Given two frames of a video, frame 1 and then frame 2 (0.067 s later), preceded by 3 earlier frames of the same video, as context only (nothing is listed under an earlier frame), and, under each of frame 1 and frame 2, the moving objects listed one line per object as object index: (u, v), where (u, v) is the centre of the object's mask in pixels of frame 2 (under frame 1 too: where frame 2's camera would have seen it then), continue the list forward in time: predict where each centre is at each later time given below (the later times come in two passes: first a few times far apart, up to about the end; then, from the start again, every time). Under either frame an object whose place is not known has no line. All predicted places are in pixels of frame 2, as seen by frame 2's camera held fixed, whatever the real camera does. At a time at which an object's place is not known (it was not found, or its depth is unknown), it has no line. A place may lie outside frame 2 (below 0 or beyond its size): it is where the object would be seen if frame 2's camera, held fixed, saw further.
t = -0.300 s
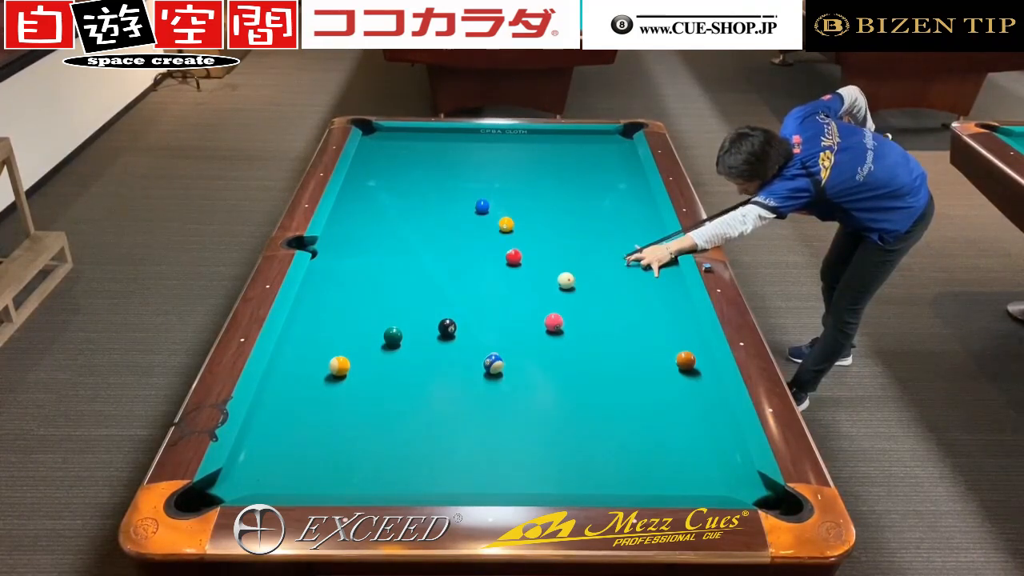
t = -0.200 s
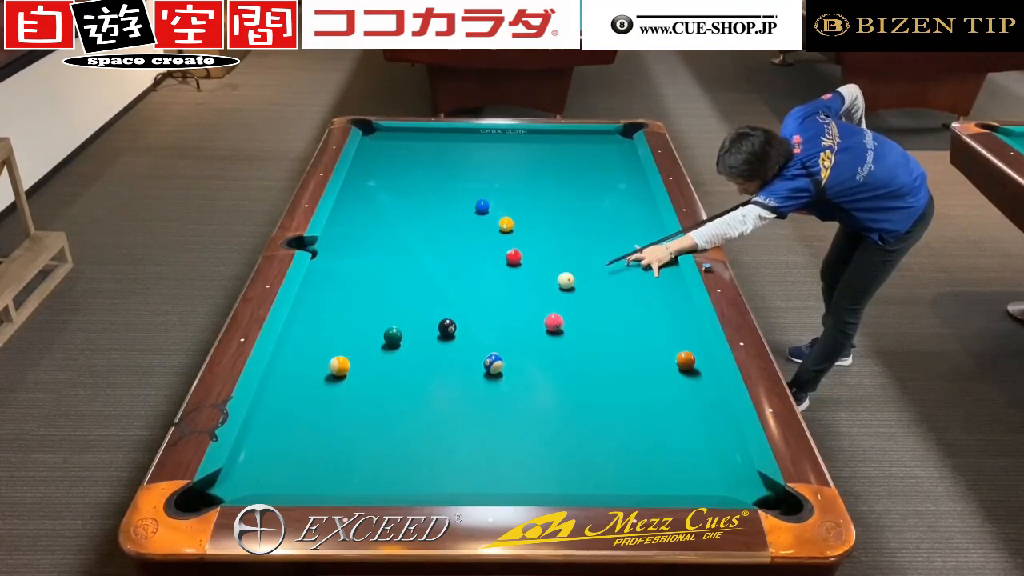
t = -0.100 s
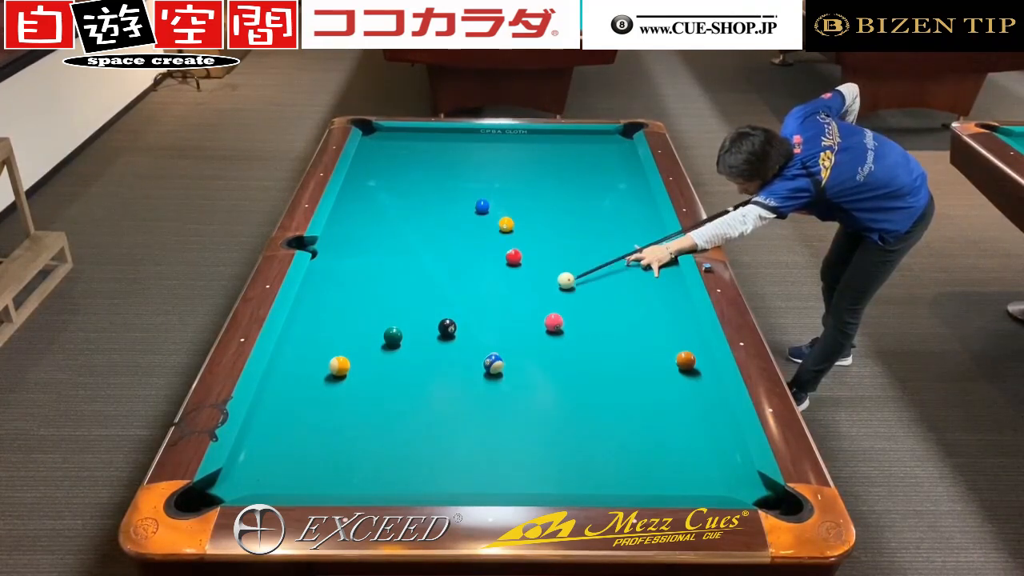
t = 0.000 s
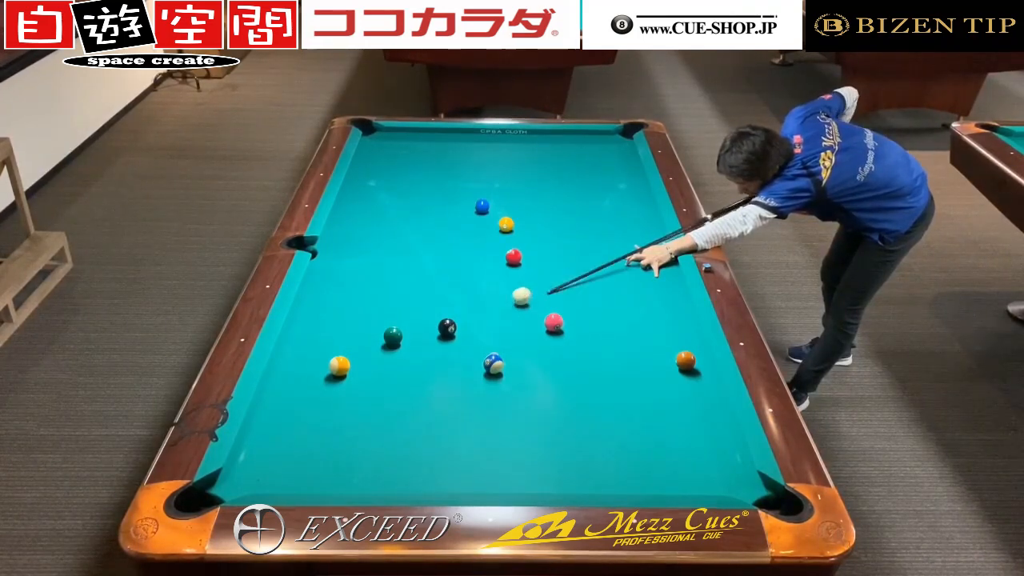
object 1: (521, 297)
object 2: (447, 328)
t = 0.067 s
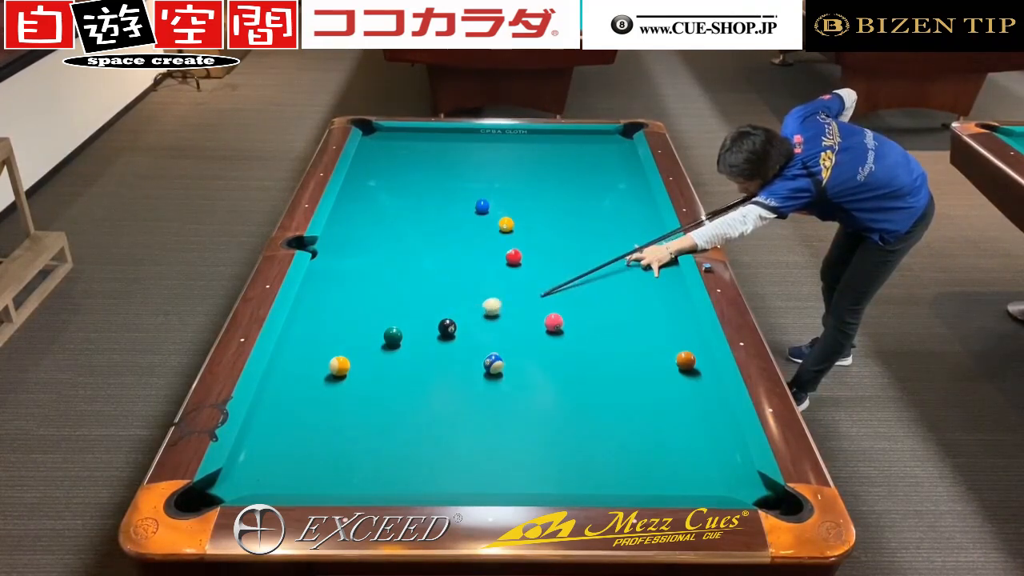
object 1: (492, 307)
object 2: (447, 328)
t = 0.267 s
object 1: (442, 316)
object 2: (419, 348)
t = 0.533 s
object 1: (410, 310)
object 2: (365, 388)
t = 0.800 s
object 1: (380, 304)
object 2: (305, 431)
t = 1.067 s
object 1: (353, 299)
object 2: (238, 480)
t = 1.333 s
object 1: (326, 294)
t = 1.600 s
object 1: (309, 289)
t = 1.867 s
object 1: (325, 286)
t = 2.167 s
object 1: (340, 282)
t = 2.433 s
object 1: (351, 280)
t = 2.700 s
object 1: (361, 278)
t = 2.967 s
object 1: (369, 276)
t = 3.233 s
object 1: (376, 275)
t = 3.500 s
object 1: (381, 274)
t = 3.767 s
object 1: (384, 274)
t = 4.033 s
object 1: (385, 274)
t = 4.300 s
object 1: (386, 273)
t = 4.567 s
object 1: (386, 273)
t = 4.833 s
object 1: (386, 274)
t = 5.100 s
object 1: (386, 274)
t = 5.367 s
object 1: (386, 274)
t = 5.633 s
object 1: (386, 273)
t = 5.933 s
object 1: (386, 273)
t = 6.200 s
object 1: (386, 273)
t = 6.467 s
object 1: (386, 273)
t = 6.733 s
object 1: (386, 274)
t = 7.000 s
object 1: (386, 274)
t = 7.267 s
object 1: (386, 274)
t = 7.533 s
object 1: (386, 274)
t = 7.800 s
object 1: (386, 274)
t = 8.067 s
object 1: (386, 274)
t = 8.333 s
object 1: (386, 274)
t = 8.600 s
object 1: (386, 274)
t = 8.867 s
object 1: (386, 274)
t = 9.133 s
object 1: (386, 274)
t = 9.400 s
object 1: (386, 274)
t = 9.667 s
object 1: (386, 274)
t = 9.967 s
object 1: (386, 274)
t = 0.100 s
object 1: (478, 312)
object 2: (447, 328)
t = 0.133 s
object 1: (464, 317)
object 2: (447, 328)
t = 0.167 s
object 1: (455, 319)
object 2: (442, 331)
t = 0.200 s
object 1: (451, 318)
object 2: (435, 337)
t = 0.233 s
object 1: (446, 317)
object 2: (426, 343)
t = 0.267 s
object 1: (442, 316)
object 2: (419, 348)
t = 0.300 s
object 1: (438, 316)
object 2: (412, 353)
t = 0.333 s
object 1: (434, 315)
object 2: (406, 359)
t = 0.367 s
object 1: (430, 314)
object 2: (399, 363)
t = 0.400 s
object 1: (426, 313)
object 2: (393, 368)
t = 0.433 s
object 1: (422, 312)
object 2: (386, 373)
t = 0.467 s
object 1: (418, 312)
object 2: (379, 378)
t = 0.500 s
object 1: (414, 311)
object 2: (372, 383)
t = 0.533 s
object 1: (410, 310)
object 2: (365, 388)
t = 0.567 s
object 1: (406, 310)
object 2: (358, 393)
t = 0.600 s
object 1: (402, 309)
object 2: (351, 398)
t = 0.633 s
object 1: (399, 308)
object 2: (343, 403)
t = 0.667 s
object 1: (395, 307)
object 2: (336, 408)
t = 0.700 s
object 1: (391, 306)
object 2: (329, 414)
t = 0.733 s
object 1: (388, 306)
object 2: (321, 420)
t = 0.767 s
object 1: (384, 305)
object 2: (313, 426)
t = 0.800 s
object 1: (380, 304)
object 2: (305, 431)
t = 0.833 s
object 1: (377, 303)
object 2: (297, 436)
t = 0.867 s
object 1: (373, 303)
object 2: (289, 442)
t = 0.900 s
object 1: (370, 302)
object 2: (281, 448)
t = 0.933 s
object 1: (366, 301)
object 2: (273, 454)
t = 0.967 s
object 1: (363, 301)
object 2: (264, 461)
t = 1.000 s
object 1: (359, 300)
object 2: (256, 467)
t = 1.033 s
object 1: (356, 299)
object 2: (247, 473)
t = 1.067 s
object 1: (353, 299)
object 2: (238, 480)
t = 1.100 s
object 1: (349, 298)
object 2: (229, 486)
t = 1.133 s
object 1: (346, 297)
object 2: (220, 492)
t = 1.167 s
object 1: (342, 297)
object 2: (212, 499)
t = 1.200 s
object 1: (339, 296)
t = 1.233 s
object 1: (336, 296)
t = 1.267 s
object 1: (333, 295)
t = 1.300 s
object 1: (330, 294)
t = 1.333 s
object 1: (326, 294)
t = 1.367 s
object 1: (323, 293)
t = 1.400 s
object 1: (320, 293)
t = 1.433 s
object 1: (317, 292)
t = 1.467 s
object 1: (314, 291)
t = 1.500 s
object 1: (311, 291)
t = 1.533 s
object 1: (308, 290)
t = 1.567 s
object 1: (307, 290)
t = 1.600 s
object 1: (309, 289)
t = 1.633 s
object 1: (311, 289)
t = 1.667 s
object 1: (313, 288)
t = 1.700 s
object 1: (315, 288)
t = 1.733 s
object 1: (317, 287)
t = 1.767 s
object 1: (319, 287)
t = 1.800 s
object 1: (321, 287)
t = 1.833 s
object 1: (323, 286)
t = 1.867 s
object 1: (325, 286)
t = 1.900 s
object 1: (326, 285)
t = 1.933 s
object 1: (328, 285)
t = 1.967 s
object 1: (330, 284)
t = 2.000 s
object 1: (332, 284)
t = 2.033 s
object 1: (333, 284)
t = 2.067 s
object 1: (335, 283)
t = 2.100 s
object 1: (336, 283)
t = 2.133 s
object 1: (338, 283)
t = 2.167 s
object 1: (340, 282)
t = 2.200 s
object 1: (341, 282)
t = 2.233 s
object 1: (343, 282)
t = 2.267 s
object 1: (344, 281)
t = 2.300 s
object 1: (346, 281)
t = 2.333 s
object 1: (347, 281)
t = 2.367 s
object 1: (349, 280)
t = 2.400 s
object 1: (350, 280)
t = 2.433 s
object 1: (351, 280)
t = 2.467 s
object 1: (353, 280)
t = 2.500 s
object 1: (354, 279)
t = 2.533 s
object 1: (355, 279)
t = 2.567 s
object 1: (356, 279)
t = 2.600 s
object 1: (358, 279)
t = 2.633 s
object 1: (359, 278)
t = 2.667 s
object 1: (360, 278)
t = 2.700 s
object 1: (361, 278)
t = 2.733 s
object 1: (362, 278)
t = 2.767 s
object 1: (363, 278)
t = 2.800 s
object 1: (364, 277)
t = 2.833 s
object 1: (365, 277)
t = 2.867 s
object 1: (366, 277)
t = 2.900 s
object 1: (367, 277)
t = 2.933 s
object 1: (368, 277)
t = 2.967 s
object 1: (369, 276)
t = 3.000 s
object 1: (370, 276)
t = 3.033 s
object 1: (371, 276)
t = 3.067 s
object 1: (372, 276)
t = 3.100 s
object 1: (373, 276)
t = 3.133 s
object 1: (373, 276)
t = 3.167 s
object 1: (374, 276)
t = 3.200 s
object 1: (375, 275)
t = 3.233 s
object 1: (376, 275)
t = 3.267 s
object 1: (376, 275)
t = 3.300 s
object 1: (377, 275)
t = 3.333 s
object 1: (378, 275)
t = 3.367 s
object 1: (378, 275)
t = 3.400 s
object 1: (379, 275)
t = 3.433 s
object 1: (379, 275)
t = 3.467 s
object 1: (380, 274)
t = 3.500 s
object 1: (381, 274)
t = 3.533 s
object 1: (381, 274)
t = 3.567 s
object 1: (382, 274)
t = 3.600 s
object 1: (382, 274)
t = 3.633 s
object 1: (382, 274)
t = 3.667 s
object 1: (383, 274)
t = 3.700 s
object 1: (383, 274)
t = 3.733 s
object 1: (383, 274)
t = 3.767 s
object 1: (384, 274)
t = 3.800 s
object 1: (384, 274)
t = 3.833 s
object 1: (384, 274)
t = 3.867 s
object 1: (384, 274)
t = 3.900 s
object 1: (385, 274)
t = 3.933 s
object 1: (385, 274)
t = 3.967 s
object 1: (385, 274)
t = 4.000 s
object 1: (385, 274)
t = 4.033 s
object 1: (385, 274)
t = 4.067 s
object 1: (385, 274)
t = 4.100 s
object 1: (385, 274)
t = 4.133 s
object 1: (385, 274)
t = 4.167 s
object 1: (386, 274)
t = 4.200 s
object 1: (386, 273)
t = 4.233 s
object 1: (386, 273)
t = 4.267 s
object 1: (386, 273)
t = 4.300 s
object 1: (386, 273)
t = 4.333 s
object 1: (386, 273)
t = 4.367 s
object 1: (386, 273)
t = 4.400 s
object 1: (386, 273)
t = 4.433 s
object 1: (386, 274)
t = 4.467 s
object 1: (386, 274)
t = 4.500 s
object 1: (386, 274)
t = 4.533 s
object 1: (386, 274)
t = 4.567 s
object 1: (386, 273)
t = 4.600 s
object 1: (386, 274)
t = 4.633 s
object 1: (386, 274)
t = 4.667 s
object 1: (386, 274)
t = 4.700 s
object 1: (386, 274)
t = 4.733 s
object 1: (386, 274)
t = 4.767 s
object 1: (386, 274)
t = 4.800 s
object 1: (386, 274)
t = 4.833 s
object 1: (386, 274)
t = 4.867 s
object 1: (386, 274)
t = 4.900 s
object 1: (386, 274)
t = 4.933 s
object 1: (386, 274)
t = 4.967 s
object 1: (386, 274)
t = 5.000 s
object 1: (386, 274)
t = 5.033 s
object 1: (386, 274)
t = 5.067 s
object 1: (386, 274)
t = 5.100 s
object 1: (386, 274)
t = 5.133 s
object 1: (386, 274)
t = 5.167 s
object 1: (386, 274)
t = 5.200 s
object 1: (386, 274)
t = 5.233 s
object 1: (386, 274)
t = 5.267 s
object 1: (386, 274)
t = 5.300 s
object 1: (386, 274)
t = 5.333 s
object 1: (386, 274)
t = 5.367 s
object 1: (386, 274)
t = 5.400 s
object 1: (386, 274)
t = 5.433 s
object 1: (386, 274)
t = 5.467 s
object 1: (386, 274)
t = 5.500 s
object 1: (386, 274)
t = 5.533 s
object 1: (386, 274)
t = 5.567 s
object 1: (386, 273)
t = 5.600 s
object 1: (386, 274)
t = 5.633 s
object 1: (386, 273)
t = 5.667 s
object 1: (386, 273)
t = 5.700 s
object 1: (386, 273)
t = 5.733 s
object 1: (386, 273)
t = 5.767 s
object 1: (386, 273)
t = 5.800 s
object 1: (386, 273)
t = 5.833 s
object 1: (386, 273)
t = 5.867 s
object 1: (386, 273)
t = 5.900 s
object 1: (386, 273)
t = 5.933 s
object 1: (386, 273)
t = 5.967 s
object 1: (386, 273)
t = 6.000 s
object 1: (386, 273)
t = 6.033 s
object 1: (386, 273)
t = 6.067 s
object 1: (386, 273)
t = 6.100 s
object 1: (386, 273)
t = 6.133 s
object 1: (386, 273)
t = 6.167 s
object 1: (386, 273)
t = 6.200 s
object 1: (386, 273)
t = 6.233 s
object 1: (386, 273)
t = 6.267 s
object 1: (386, 273)
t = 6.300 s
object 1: (386, 273)
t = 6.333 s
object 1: (386, 273)
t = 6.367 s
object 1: (386, 273)
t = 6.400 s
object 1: (386, 273)
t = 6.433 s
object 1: (386, 273)
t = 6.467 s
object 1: (386, 273)
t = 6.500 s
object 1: (386, 273)
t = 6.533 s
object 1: (386, 273)
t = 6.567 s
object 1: (386, 274)
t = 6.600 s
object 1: (386, 274)
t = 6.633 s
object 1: (386, 274)
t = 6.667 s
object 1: (386, 274)
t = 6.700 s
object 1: (386, 274)
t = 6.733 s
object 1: (386, 274)
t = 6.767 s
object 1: (386, 274)
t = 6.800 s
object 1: (386, 274)
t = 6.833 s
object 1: (386, 274)
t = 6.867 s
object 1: (386, 274)
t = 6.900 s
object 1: (386, 274)
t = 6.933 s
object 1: (386, 274)
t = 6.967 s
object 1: (386, 274)
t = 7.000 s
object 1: (386, 274)
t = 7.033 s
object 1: (386, 274)
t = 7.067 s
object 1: (386, 274)
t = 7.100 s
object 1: (386, 274)
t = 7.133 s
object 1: (386, 274)
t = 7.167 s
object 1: (386, 274)
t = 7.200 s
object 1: (386, 274)
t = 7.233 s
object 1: (386, 274)
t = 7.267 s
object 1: (386, 274)
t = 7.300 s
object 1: (386, 274)
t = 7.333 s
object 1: (386, 274)
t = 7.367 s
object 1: (386, 274)
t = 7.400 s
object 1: (386, 274)
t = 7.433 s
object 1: (386, 274)
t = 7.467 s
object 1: (386, 274)
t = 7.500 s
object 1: (386, 274)
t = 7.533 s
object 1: (386, 274)
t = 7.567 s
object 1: (386, 274)
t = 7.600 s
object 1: (386, 274)
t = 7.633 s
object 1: (386, 273)
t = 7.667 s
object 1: (386, 274)
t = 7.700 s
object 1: (386, 274)
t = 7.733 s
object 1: (386, 274)
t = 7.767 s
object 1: (386, 274)
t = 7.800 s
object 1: (386, 274)
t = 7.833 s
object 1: (386, 273)
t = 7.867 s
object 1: (386, 274)
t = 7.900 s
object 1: (386, 274)
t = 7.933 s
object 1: (386, 274)
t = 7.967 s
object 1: (386, 274)
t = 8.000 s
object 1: (386, 274)
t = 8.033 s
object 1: (386, 274)
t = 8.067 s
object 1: (386, 274)
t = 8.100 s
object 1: (386, 274)
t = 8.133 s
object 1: (386, 274)
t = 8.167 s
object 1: (386, 274)
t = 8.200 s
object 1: (386, 274)
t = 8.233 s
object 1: (386, 274)
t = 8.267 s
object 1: (386, 274)
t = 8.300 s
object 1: (386, 274)
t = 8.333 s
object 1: (386, 274)
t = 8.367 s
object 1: (386, 274)
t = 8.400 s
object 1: (386, 274)
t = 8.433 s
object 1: (386, 274)
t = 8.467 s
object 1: (386, 274)
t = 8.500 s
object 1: (386, 274)
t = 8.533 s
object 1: (386, 274)
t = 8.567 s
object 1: (386, 274)
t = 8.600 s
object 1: (386, 274)
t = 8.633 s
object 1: (386, 274)
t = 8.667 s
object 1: (386, 274)
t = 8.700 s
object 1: (386, 274)
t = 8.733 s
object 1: (386, 274)
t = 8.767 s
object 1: (386, 274)
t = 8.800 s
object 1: (386, 274)
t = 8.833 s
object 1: (386, 274)
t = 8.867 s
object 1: (386, 274)
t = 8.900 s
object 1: (386, 274)
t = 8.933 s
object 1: (386, 274)
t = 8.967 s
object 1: (386, 274)
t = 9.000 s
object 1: (386, 274)
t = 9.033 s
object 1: (386, 274)
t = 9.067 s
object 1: (386, 274)
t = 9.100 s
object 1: (386, 274)
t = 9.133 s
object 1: (386, 274)
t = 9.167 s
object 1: (386, 274)
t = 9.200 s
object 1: (386, 274)
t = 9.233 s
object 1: (386, 274)
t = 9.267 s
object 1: (386, 274)
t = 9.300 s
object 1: (386, 274)
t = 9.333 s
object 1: (386, 274)
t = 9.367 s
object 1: (386, 274)
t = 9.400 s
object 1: (386, 274)
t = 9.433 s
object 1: (386, 274)
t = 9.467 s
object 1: (386, 274)
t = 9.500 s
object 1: (386, 274)
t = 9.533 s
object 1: (386, 274)
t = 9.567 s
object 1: (386, 274)
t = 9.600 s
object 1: (386, 274)
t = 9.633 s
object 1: (386, 274)
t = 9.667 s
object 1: (386, 274)
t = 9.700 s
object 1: (386, 274)
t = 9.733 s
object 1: (386, 274)
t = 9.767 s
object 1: (386, 274)
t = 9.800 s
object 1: (386, 274)
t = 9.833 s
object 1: (386, 274)
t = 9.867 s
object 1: (386, 274)
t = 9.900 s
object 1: (386, 274)
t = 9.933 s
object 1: (386, 274)
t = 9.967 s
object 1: (386, 274)
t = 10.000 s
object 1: (386, 274)
